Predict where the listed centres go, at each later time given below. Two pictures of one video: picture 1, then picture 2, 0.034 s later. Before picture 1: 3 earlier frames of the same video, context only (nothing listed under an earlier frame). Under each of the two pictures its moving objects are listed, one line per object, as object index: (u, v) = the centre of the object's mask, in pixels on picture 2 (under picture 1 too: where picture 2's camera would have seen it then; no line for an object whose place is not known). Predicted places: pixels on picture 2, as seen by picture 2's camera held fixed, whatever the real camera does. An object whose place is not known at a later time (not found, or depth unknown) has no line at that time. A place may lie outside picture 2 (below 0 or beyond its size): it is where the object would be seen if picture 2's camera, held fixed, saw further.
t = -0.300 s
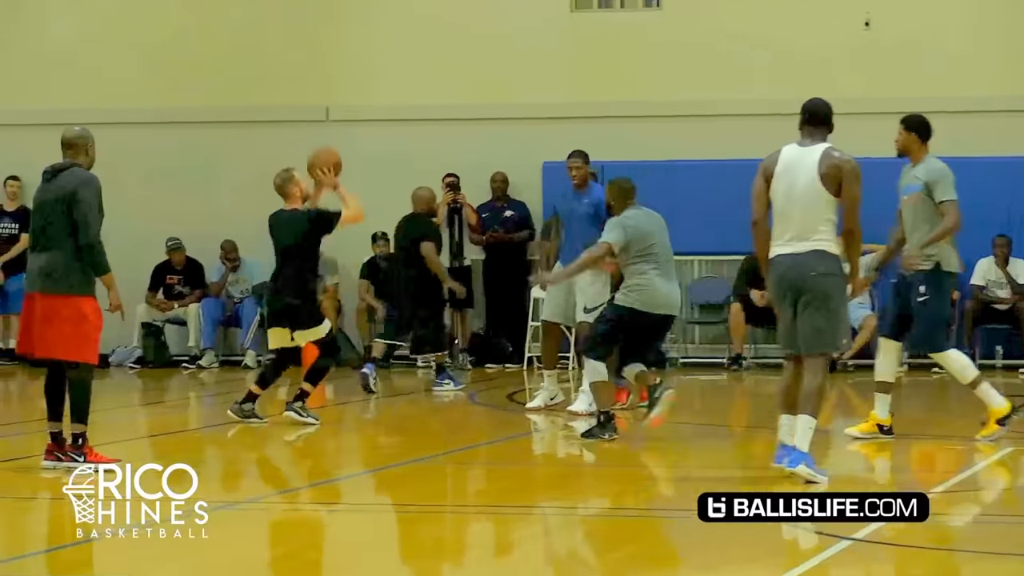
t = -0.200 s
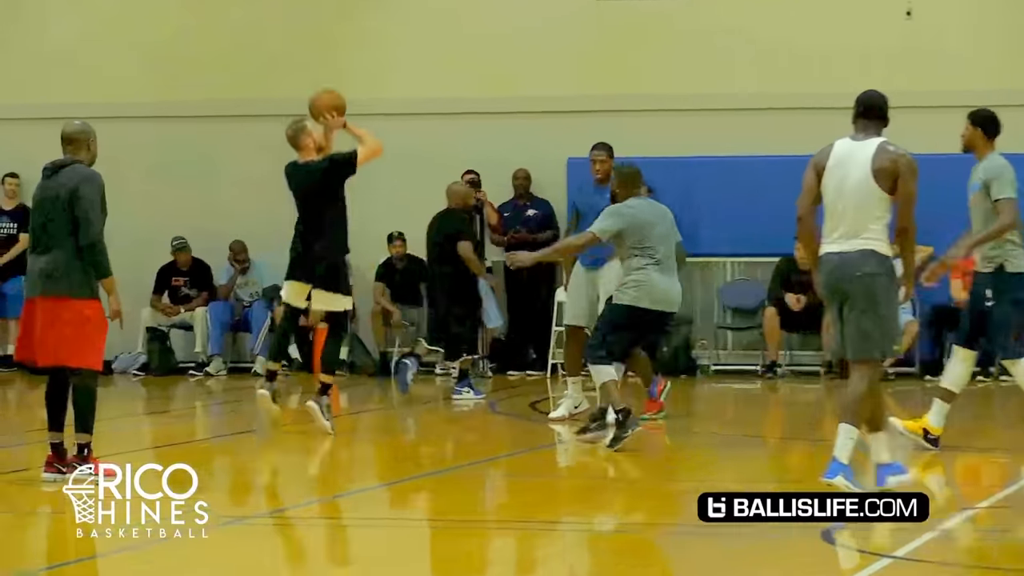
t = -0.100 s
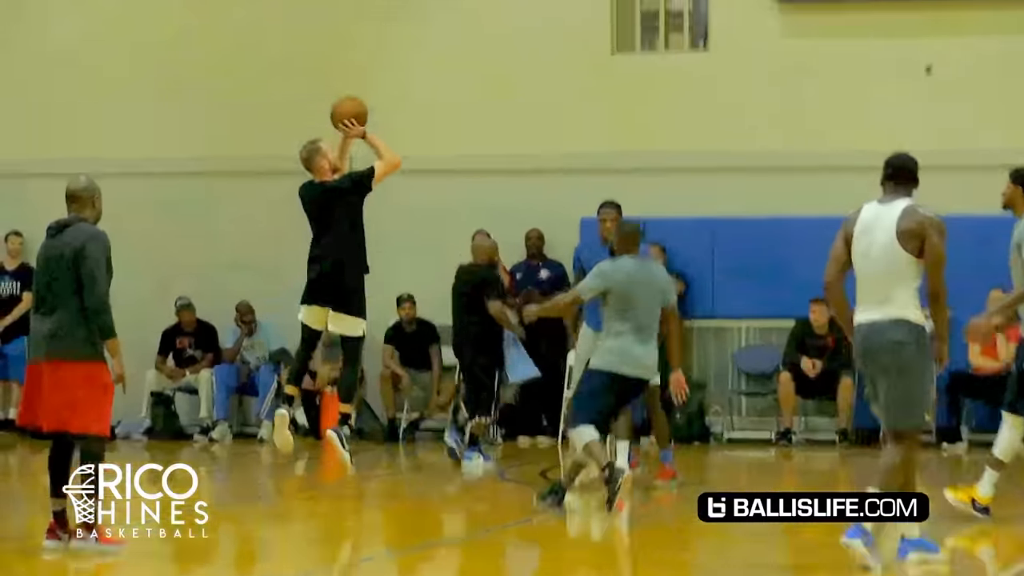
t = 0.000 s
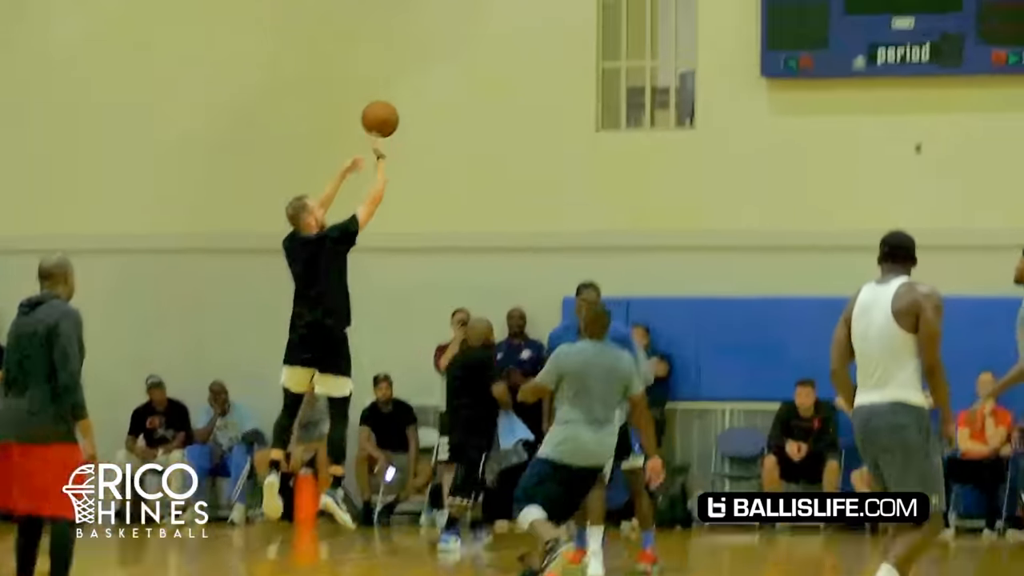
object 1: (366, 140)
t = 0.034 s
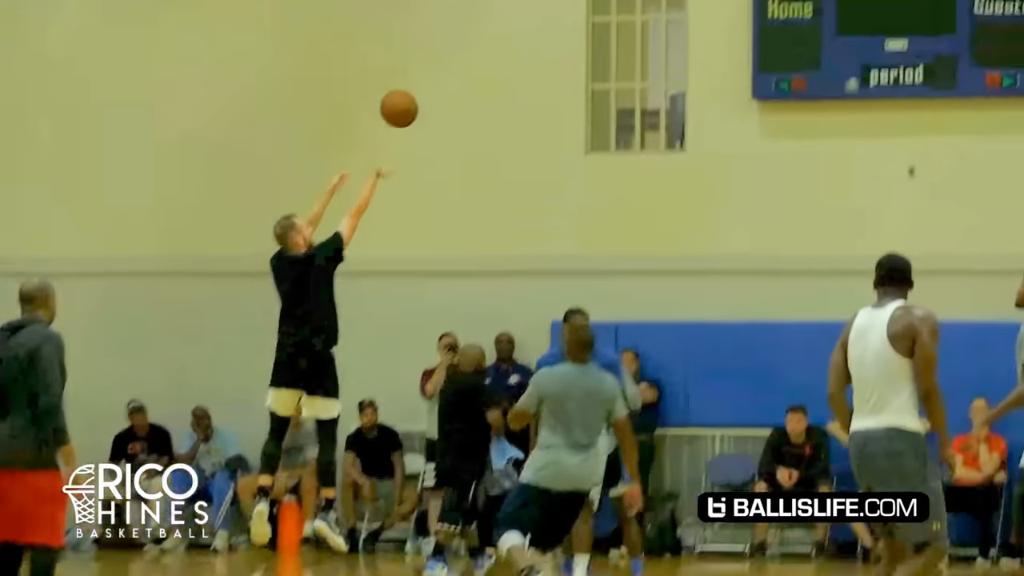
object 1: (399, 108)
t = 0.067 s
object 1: (431, 80)
